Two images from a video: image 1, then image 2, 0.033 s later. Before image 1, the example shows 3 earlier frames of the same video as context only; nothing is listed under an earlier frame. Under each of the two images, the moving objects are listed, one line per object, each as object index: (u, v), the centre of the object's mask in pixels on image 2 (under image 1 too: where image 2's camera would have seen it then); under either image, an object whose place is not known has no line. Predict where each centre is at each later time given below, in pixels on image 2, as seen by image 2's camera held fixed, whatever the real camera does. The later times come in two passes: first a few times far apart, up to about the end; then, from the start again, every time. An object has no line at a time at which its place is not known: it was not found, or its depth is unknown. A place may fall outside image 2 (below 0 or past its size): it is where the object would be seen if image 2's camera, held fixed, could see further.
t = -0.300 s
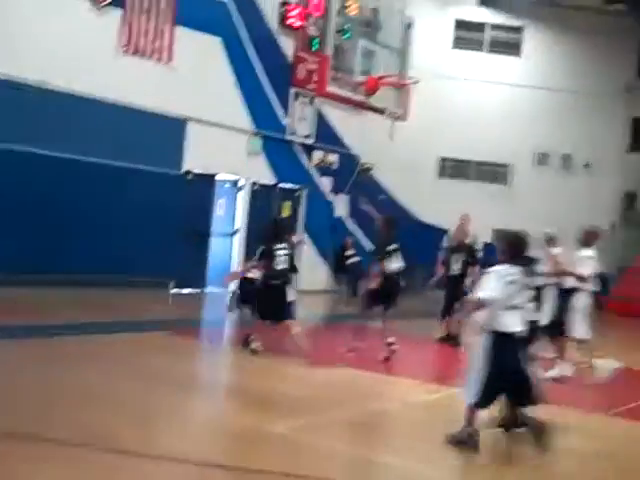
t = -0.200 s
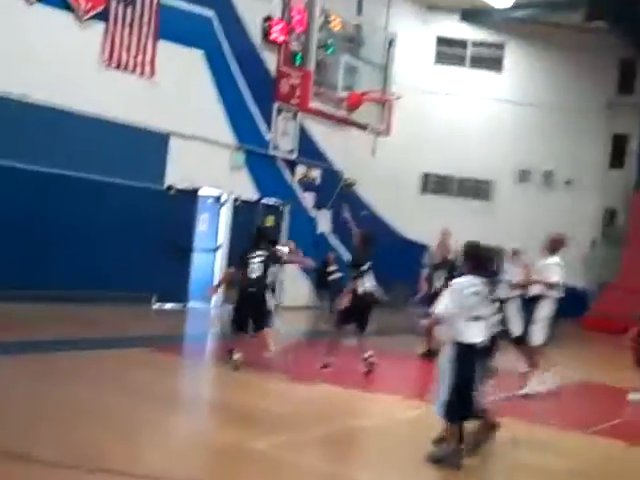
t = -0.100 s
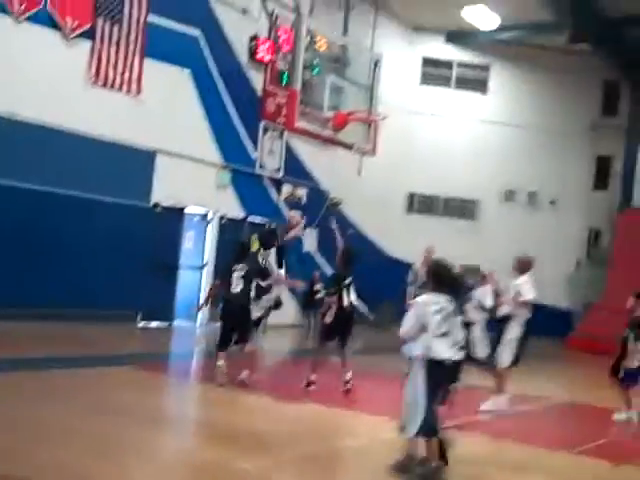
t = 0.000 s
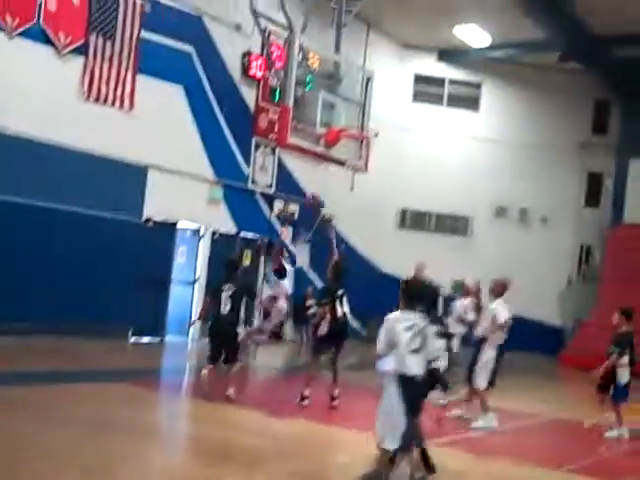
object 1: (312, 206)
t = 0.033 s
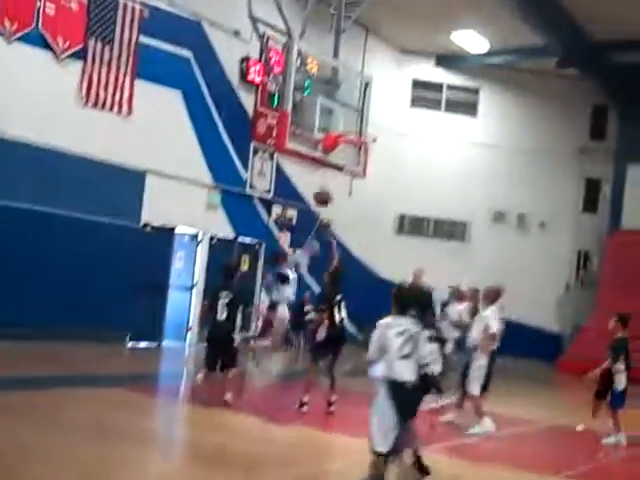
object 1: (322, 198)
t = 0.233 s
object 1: (370, 159)
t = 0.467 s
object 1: (381, 147)
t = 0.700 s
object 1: (385, 177)
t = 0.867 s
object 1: (385, 223)
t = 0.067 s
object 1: (331, 188)
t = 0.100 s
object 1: (340, 180)
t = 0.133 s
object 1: (349, 172)
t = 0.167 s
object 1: (354, 167)
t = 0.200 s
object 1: (363, 162)
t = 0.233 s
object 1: (370, 159)
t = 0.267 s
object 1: (375, 156)
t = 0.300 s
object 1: (378, 153)
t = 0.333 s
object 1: (378, 150)
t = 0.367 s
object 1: (378, 148)
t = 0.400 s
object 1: (379, 147)
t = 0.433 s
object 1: (380, 147)
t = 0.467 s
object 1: (381, 147)
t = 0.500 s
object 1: (382, 149)
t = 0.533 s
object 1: (383, 151)
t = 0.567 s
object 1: (383, 154)
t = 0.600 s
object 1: (384, 159)
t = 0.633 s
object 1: (385, 164)
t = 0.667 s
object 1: (385, 169)
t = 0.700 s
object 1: (385, 177)
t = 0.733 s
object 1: (386, 184)
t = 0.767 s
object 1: (386, 193)
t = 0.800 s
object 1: (386, 202)
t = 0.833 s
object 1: (387, 213)
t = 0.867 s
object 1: (385, 223)
